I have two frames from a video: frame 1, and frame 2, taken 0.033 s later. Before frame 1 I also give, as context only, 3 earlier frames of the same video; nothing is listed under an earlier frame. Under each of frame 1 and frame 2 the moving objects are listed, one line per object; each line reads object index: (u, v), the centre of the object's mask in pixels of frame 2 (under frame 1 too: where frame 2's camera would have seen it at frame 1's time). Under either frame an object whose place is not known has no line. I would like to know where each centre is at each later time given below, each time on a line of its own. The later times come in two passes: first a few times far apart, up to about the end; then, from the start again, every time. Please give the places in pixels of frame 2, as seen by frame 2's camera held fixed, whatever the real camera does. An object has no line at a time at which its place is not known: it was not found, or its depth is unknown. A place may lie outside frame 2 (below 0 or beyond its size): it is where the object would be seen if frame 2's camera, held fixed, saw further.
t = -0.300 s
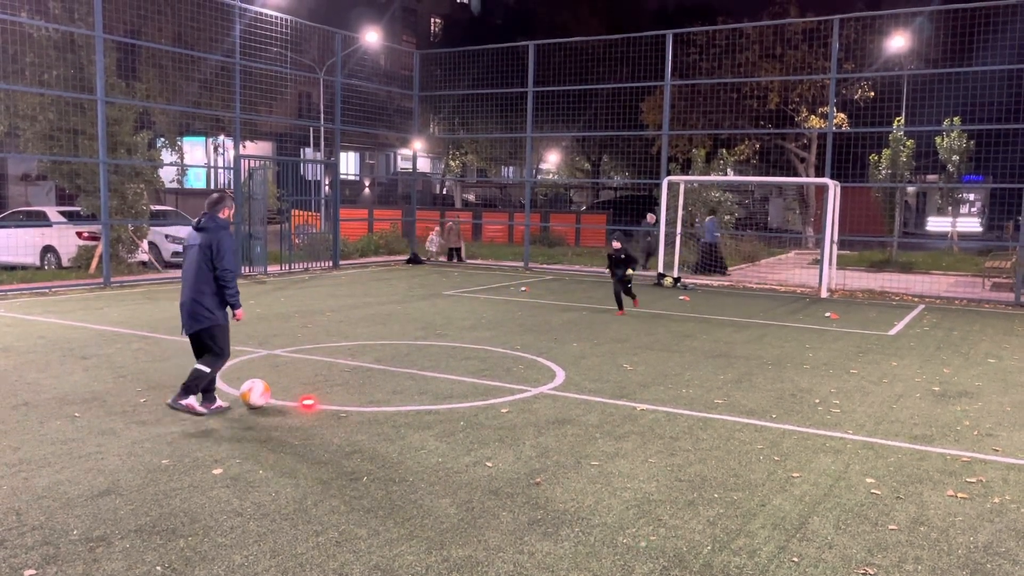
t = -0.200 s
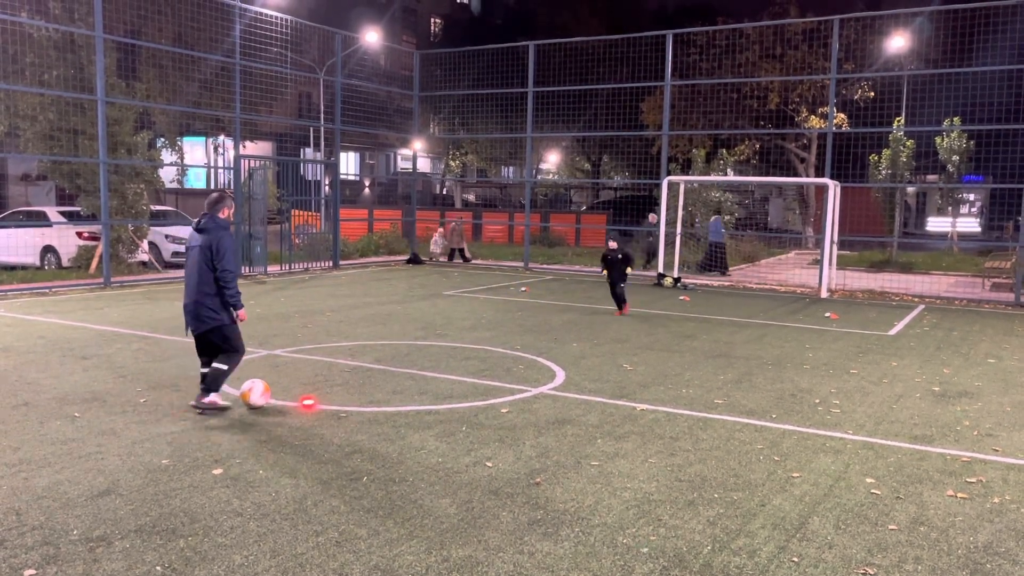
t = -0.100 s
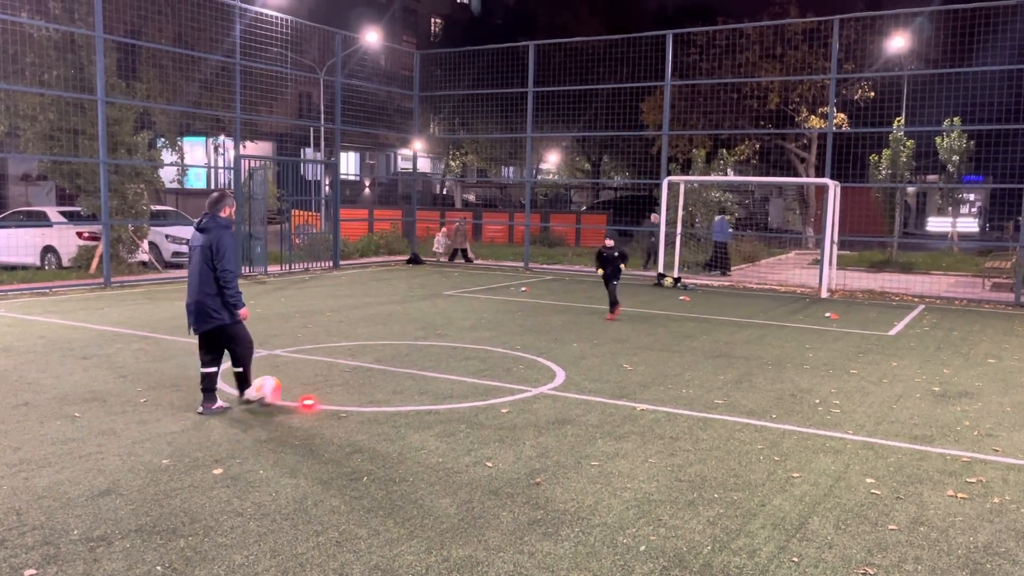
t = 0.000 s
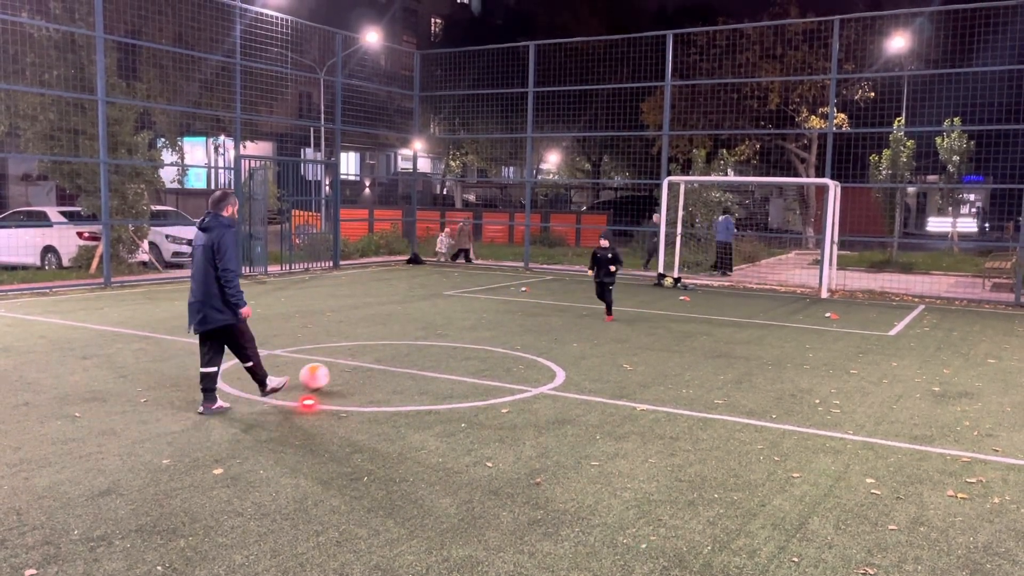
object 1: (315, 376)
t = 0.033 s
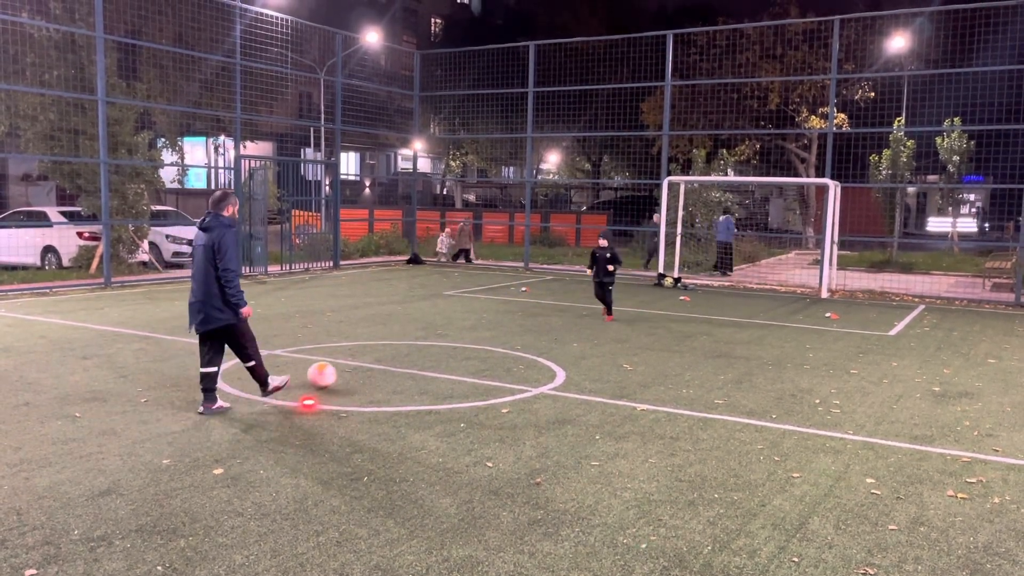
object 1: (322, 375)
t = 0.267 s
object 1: (396, 355)
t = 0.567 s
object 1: (453, 342)
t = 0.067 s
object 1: (335, 372)
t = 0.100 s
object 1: (353, 366)
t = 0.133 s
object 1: (358, 364)
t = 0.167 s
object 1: (369, 363)
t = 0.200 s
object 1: (379, 361)
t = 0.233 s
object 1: (387, 358)
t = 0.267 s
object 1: (396, 355)
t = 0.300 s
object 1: (404, 354)
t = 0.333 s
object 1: (411, 352)
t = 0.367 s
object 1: (417, 350)
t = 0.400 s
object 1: (424, 348)
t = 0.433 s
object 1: (430, 347)
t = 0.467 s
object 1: (436, 346)
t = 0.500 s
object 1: (442, 344)
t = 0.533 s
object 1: (447, 343)
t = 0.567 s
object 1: (453, 342)
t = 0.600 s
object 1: (459, 340)
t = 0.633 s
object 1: (464, 339)
